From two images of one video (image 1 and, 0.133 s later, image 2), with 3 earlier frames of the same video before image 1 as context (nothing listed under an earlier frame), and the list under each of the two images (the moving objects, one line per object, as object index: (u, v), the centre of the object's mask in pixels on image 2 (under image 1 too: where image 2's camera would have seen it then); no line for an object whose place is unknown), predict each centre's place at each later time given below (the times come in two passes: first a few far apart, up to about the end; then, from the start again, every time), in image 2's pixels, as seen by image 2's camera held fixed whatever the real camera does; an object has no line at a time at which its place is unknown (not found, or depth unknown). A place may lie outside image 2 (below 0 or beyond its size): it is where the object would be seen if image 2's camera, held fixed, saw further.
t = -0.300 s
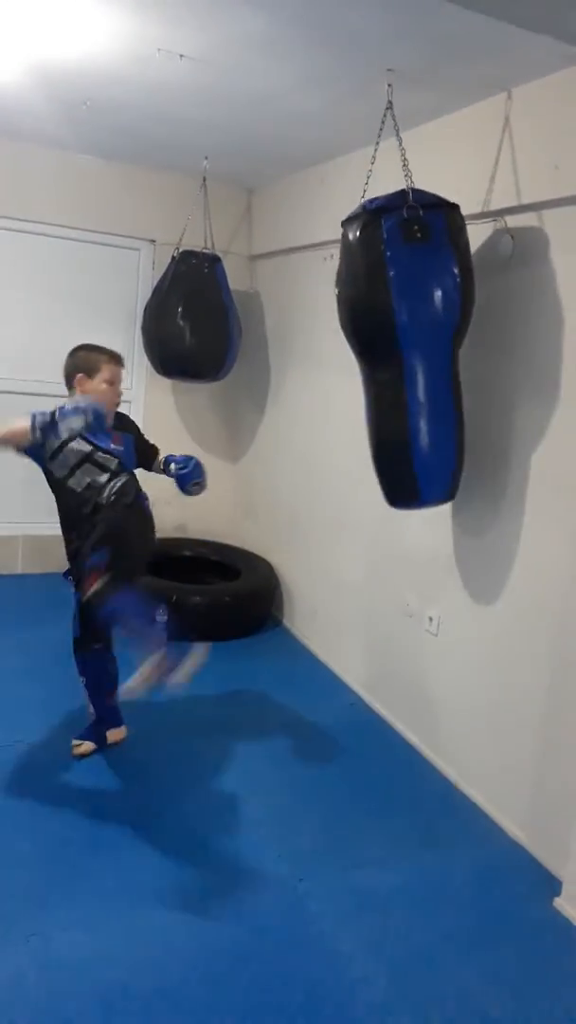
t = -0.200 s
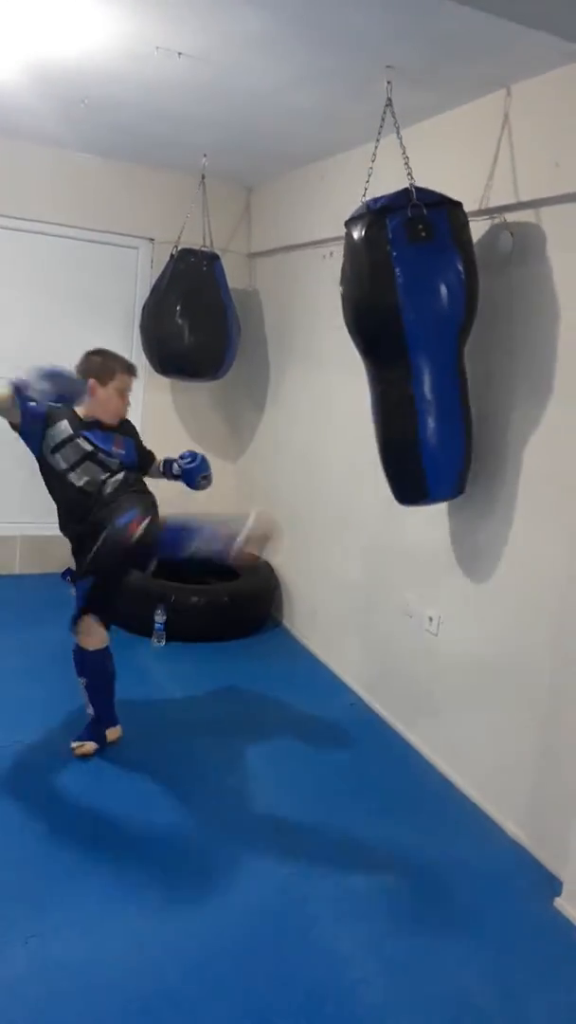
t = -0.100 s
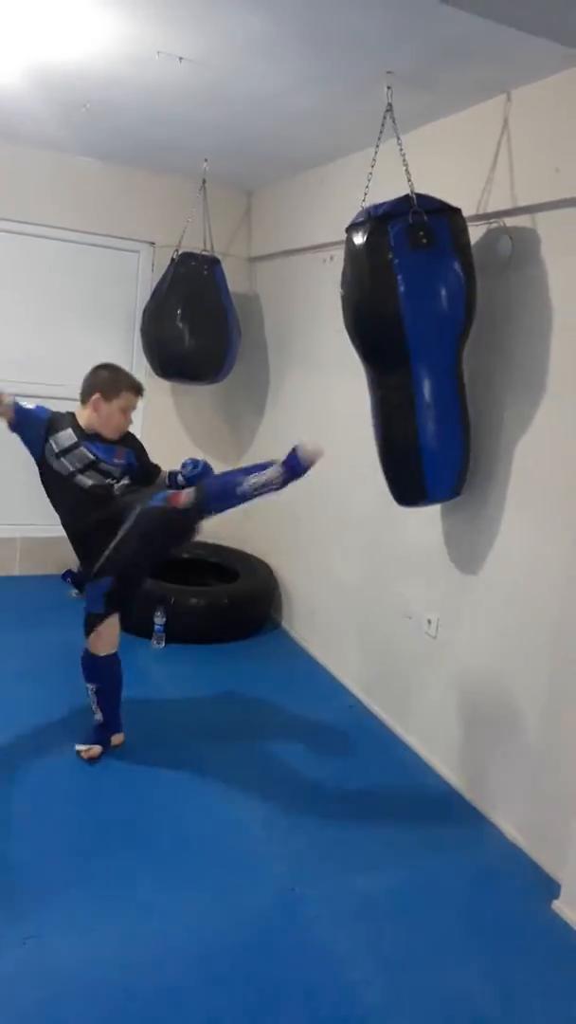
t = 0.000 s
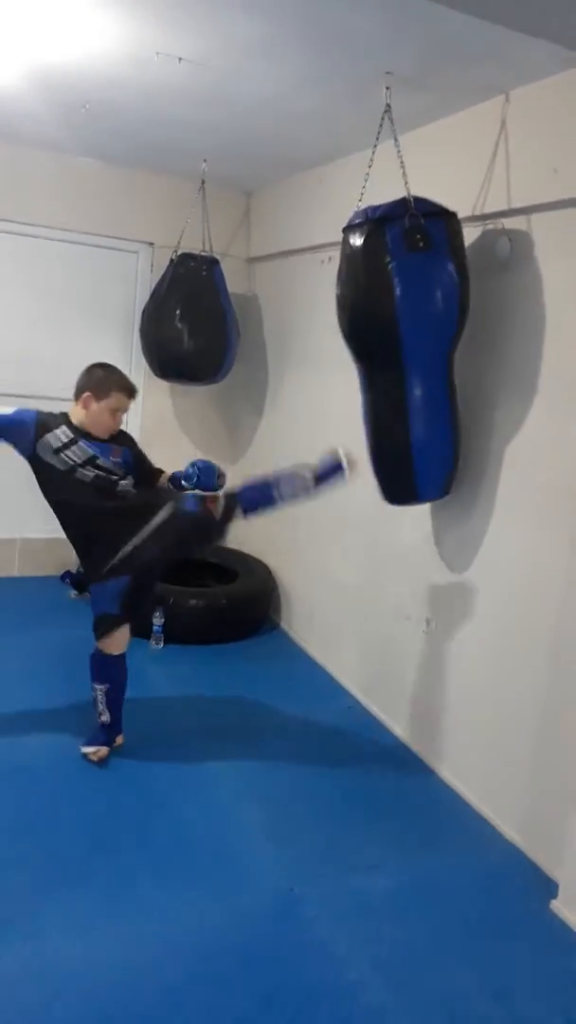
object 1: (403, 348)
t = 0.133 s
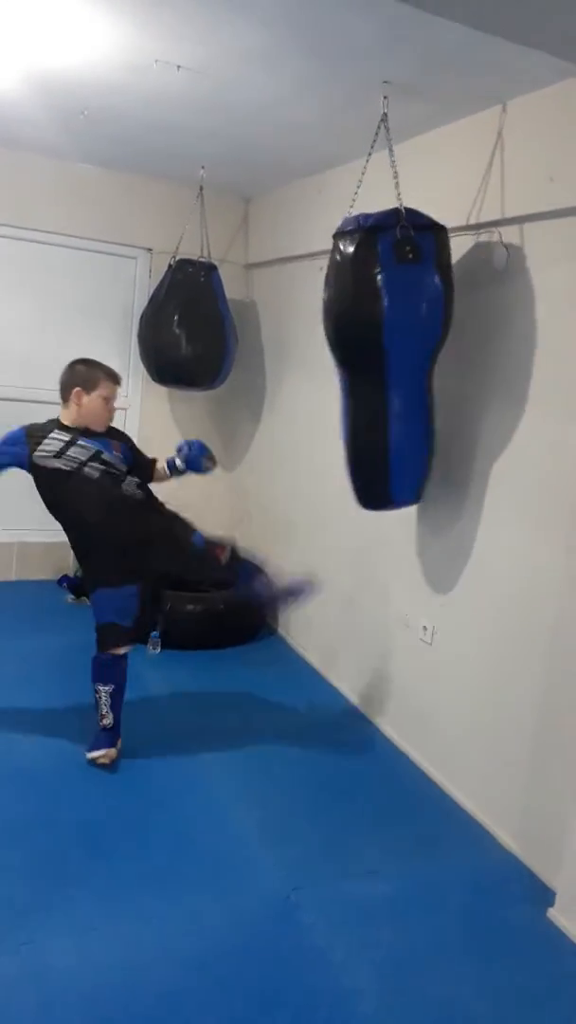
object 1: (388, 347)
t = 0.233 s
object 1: (374, 346)
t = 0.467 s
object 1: (334, 341)
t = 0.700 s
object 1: (308, 337)
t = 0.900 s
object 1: (304, 335)
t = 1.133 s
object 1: (325, 341)
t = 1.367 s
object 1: (363, 347)
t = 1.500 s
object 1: (384, 347)
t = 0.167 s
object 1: (383, 347)
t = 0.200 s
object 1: (379, 346)
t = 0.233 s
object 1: (374, 346)
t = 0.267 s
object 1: (368, 345)
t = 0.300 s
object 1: (363, 345)
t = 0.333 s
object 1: (357, 345)
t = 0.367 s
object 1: (351, 344)
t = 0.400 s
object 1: (345, 344)
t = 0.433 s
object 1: (340, 342)
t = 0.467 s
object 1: (334, 341)
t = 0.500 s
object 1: (329, 341)
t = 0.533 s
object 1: (325, 340)
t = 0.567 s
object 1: (320, 339)
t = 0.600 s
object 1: (316, 337)
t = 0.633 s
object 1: (313, 336)
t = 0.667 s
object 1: (310, 336)
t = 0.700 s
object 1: (308, 337)
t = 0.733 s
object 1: (305, 337)
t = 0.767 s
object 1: (303, 336)
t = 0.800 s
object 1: (303, 335)
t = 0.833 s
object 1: (303, 334)
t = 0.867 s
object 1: (304, 334)
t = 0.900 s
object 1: (304, 335)
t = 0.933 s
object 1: (305, 336)
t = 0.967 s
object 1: (307, 337)
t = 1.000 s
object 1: (309, 338)
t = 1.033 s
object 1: (312, 336)
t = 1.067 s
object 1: (317, 337)
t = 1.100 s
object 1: (320, 339)
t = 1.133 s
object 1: (325, 341)
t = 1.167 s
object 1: (329, 341)
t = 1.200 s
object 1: (335, 341)
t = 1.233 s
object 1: (341, 343)
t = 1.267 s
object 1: (346, 344)
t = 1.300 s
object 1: (352, 345)
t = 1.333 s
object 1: (357, 346)
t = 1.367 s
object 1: (363, 347)
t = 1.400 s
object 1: (369, 347)
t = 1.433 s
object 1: (373, 346)
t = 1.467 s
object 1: (379, 346)
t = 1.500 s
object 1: (384, 347)
